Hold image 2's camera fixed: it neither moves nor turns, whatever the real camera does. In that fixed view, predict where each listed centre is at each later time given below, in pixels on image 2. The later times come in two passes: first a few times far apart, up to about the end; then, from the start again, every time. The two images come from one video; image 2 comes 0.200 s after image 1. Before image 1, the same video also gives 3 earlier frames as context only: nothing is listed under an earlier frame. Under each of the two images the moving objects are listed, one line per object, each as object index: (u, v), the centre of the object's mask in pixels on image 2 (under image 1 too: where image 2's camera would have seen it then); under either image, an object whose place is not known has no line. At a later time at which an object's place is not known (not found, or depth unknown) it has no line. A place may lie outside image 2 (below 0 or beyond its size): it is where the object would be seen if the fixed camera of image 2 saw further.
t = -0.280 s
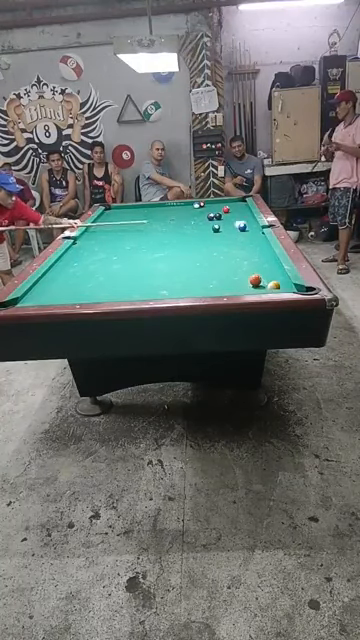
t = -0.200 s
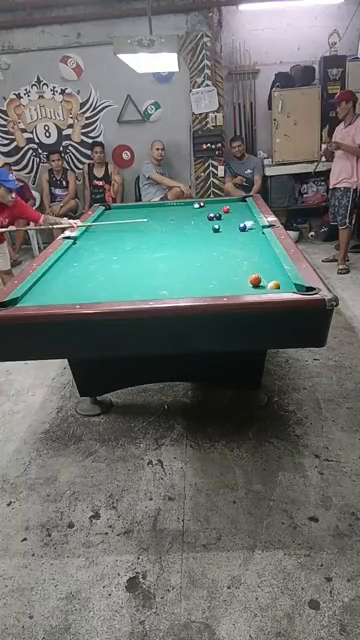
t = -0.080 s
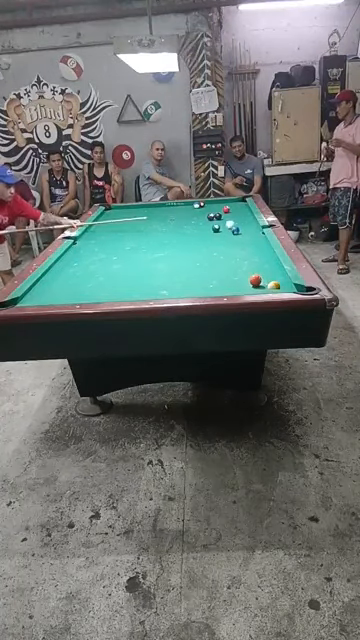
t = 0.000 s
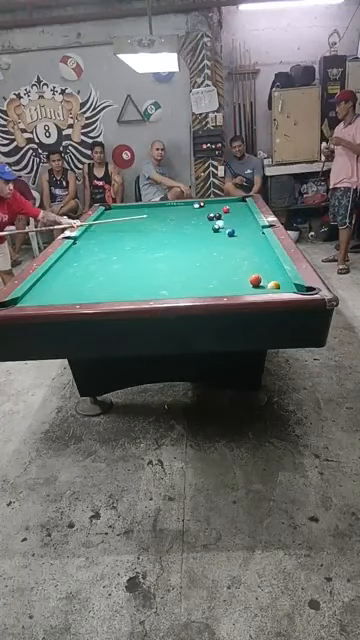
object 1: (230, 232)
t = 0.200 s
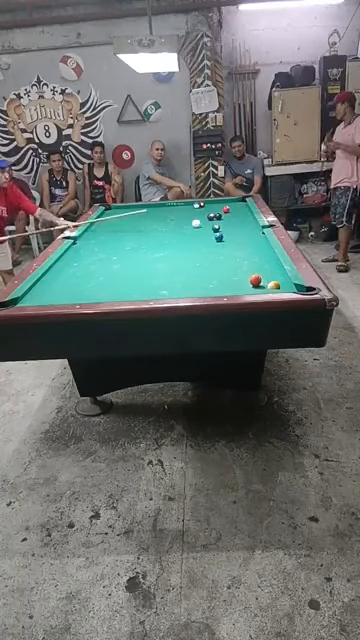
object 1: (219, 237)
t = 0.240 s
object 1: (216, 238)
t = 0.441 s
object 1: (204, 243)
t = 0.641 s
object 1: (191, 249)
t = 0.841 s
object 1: (178, 254)
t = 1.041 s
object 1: (165, 260)
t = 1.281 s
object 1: (148, 267)
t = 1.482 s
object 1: (134, 273)
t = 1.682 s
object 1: (119, 279)
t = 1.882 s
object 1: (104, 285)
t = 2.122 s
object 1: (85, 292)
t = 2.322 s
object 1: (69, 296)
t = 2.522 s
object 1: (61, 297)
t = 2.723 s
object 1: (57, 295)
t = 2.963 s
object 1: (52, 294)
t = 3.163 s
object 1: (49, 292)
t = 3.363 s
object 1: (46, 290)
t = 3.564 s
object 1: (43, 289)
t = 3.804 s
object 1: (41, 287)
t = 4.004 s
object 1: (39, 285)
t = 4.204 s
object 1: (38, 285)
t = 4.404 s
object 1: (39, 284)
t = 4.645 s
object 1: (40, 284)
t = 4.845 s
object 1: (41, 283)
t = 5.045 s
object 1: (41, 283)
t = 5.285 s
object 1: (41, 283)
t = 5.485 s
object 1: (41, 283)
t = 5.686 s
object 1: (41, 283)
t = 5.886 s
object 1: (41, 283)
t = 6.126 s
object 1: (41, 283)
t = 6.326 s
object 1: (41, 283)
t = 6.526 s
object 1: (42, 283)
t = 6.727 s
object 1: (41, 283)
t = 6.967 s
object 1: (41, 283)
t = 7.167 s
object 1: (41, 283)
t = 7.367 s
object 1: (41, 283)
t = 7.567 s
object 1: (41, 283)
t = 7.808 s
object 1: (41, 283)
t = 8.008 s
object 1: (41, 283)
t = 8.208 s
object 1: (41, 283)
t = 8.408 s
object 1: (41, 283)
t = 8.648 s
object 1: (41, 284)
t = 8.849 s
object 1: (41, 284)
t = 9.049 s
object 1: (41, 283)
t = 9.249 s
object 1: (41, 283)
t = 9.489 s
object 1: (41, 283)
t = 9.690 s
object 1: (41, 283)
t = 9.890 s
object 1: (41, 283)
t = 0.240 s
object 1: (216, 238)
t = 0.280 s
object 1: (214, 239)
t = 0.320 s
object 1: (211, 240)
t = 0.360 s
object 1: (209, 241)
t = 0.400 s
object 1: (206, 243)
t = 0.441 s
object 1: (204, 243)
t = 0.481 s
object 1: (201, 244)
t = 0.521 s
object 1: (199, 245)
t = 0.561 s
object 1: (197, 246)
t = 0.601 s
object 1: (194, 248)
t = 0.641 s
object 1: (191, 249)
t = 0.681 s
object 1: (189, 250)
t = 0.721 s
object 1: (186, 250)
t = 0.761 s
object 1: (184, 252)
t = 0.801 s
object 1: (181, 253)
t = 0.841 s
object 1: (178, 254)
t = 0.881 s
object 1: (175, 255)
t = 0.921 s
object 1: (173, 256)
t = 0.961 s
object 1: (170, 257)
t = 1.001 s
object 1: (167, 259)
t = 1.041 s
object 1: (165, 260)
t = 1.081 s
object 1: (162, 261)
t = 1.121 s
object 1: (159, 262)
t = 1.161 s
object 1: (156, 263)
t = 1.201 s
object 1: (153, 264)
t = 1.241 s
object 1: (151, 265)
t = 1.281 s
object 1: (148, 267)
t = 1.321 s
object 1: (145, 268)
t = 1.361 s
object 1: (143, 269)
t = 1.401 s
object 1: (140, 270)
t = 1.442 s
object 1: (137, 271)
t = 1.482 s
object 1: (134, 273)
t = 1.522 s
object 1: (131, 274)
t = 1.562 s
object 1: (128, 275)
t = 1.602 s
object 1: (125, 277)
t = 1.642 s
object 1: (122, 278)
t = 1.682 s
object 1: (119, 279)
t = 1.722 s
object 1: (116, 280)
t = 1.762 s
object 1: (113, 281)
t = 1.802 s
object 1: (110, 282)
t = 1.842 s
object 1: (107, 284)
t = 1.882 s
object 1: (104, 285)
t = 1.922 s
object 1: (101, 286)
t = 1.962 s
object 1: (98, 288)
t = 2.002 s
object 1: (95, 289)
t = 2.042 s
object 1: (92, 290)
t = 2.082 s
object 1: (88, 291)
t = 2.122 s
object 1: (85, 292)
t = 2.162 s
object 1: (82, 293)
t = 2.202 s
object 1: (79, 294)
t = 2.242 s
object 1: (76, 295)
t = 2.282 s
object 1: (72, 296)
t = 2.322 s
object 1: (69, 296)
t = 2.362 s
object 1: (66, 297)
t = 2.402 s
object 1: (64, 297)
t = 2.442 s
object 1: (63, 297)
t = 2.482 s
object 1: (62, 297)
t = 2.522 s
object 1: (61, 297)
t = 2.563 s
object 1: (60, 296)
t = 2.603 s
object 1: (60, 296)
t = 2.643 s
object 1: (59, 295)
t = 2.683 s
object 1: (58, 295)
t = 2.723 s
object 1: (57, 295)
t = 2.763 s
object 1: (56, 295)
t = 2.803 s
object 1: (55, 295)
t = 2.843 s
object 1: (54, 295)
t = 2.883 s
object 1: (54, 294)
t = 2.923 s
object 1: (53, 294)
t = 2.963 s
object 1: (52, 294)
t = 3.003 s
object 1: (52, 294)
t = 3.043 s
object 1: (51, 293)
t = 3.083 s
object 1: (50, 293)
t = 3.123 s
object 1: (49, 292)
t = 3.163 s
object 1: (49, 292)
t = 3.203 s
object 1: (48, 292)
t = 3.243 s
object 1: (48, 291)
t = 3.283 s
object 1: (47, 291)
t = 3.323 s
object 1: (46, 290)
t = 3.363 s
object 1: (46, 290)
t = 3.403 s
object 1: (45, 289)
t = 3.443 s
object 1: (45, 289)
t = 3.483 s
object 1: (44, 289)
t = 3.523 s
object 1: (44, 288)
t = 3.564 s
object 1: (43, 289)
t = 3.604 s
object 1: (43, 288)
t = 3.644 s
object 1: (42, 288)
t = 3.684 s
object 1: (42, 288)
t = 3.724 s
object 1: (42, 287)
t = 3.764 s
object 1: (41, 287)
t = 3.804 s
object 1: (41, 287)
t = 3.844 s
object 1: (41, 287)
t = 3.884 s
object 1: (40, 286)
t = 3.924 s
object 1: (40, 286)
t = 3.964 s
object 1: (39, 286)
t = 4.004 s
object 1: (39, 285)
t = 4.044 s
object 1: (39, 285)
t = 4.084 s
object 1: (38, 285)
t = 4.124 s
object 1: (38, 285)
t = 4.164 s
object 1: (38, 285)
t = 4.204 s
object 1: (38, 285)
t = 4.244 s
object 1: (38, 284)
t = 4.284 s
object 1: (38, 284)
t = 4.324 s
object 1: (39, 284)
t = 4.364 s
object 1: (39, 284)
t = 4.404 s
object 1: (39, 284)
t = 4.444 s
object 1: (39, 284)
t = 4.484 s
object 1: (39, 284)
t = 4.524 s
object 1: (40, 284)
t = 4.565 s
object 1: (40, 284)
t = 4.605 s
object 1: (40, 283)
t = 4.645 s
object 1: (40, 284)
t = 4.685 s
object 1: (40, 284)
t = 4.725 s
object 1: (41, 283)
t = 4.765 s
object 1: (41, 283)
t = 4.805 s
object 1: (41, 283)
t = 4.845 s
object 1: (41, 283)
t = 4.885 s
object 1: (41, 283)
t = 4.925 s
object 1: (41, 283)
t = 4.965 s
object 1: (41, 283)
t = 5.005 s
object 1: (41, 283)
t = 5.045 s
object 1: (41, 283)
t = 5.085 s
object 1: (41, 283)
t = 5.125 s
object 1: (41, 283)
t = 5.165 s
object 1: (41, 283)
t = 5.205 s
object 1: (41, 283)
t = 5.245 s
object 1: (41, 283)
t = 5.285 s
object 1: (41, 283)
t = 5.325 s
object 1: (41, 283)
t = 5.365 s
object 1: (41, 283)
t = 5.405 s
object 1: (41, 283)
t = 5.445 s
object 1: (41, 283)
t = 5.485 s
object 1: (41, 283)
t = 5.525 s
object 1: (41, 283)
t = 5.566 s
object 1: (41, 283)
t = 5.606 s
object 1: (41, 283)
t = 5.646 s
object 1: (41, 283)
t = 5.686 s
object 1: (41, 283)
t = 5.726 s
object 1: (41, 283)
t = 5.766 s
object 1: (41, 283)
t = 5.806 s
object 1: (41, 283)
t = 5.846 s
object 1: (41, 283)
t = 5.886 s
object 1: (41, 283)
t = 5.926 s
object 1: (41, 283)
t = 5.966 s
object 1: (41, 283)
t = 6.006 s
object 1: (41, 283)
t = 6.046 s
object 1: (41, 283)
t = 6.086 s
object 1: (41, 283)
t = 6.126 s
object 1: (41, 283)
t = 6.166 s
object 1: (41, 283)
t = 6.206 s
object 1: (41, 283)
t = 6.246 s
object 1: (41, 283)
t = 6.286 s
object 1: (41, 283)
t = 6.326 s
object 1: (41, 283)
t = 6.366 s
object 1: (41, 283)
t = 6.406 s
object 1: (41, 283)
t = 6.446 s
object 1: (41, 283)
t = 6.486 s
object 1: (42, 283)
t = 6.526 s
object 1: (42, 283)
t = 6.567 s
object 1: (42, 283)
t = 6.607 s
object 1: (41, 283)
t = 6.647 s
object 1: (41, 283)
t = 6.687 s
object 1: (41, 283)
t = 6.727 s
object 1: (41, 283)
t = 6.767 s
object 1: (42, 283)
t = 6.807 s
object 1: (41, 283)
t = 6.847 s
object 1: (41, 283)
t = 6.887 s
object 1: (41, 283)
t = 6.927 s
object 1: (41, 283)
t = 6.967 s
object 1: (41, 283)
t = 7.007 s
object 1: (41, 283)
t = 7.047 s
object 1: (41, 283)
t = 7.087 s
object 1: (41, 283)
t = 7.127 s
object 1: (41, 283)
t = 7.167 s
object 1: (41, 283)
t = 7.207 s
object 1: (41, 283)
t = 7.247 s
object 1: (41, 283)
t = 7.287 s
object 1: (41, 283)
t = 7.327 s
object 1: (41, 283)
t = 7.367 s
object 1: (41, 283)
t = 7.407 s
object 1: (41, 283)
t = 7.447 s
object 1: (41, 283)
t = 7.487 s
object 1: (41, 283)
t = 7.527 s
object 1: (41, 283)
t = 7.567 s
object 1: (41, 283)
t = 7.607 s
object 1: (41, 283)
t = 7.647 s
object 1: (41, 283)
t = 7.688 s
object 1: (41, 283)
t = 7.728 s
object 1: (41, 283)
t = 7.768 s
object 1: (41, 283)
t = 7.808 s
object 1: (41, 283)
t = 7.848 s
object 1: (41, 283)
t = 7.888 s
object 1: (41, 283)
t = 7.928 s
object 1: (41, 283)
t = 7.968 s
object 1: (41, 283)
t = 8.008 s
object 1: (41, 283)
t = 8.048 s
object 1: (41, 283)
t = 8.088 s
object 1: (41, 283)
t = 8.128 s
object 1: (41, 283)
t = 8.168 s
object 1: (41, 283)
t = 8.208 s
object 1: (41, 283)
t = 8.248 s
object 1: (41, 283)
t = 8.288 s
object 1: (41, 283)
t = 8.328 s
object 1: (41, 283)
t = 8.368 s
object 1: (41, 283)
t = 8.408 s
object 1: (41, 283)
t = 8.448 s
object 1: (41, 283)
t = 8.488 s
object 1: (42, 283)
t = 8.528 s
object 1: (41, 284)
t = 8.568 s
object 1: (41, 284)
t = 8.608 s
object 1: (41, 284)
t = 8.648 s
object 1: (41, 284)
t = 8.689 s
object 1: (41, 284)
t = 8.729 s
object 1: (41, 284)
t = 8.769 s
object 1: (42, 283)
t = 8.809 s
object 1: (41, 284)
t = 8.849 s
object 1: (41, 284)
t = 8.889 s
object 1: (42, 283)
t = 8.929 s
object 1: (41, 284)
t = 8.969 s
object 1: (41, 284)
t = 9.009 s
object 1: (41, 283)
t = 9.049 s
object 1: (41, 283)
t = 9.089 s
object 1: (41, 283)
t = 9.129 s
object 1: (41, 283)
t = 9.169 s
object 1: (41, 283)
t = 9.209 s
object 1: (41, 283)
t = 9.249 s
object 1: (41, 283)
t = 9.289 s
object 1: (41, 283)
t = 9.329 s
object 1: (41, 283)
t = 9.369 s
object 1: (41, 283)
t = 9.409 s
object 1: (41, 283)
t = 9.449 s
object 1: (41, 283)
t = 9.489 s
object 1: (41, 283)
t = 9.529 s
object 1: (41, 283)
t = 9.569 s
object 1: (41, 283)
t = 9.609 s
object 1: (41, 283)
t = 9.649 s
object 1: (41, 283)
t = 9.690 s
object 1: (41, 283)
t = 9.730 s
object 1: (41, 283)
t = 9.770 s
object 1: (41, 283)
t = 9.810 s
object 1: (41, 283)
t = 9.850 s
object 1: (41, 283)
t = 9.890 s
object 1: (41, 283)
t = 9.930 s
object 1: (41, 283)
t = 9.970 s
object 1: (41, 283)
